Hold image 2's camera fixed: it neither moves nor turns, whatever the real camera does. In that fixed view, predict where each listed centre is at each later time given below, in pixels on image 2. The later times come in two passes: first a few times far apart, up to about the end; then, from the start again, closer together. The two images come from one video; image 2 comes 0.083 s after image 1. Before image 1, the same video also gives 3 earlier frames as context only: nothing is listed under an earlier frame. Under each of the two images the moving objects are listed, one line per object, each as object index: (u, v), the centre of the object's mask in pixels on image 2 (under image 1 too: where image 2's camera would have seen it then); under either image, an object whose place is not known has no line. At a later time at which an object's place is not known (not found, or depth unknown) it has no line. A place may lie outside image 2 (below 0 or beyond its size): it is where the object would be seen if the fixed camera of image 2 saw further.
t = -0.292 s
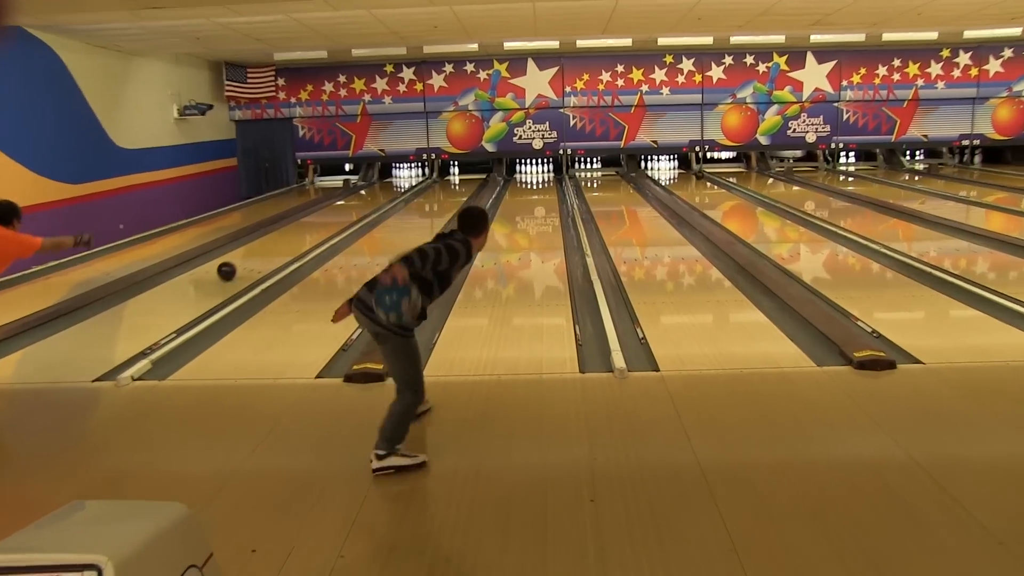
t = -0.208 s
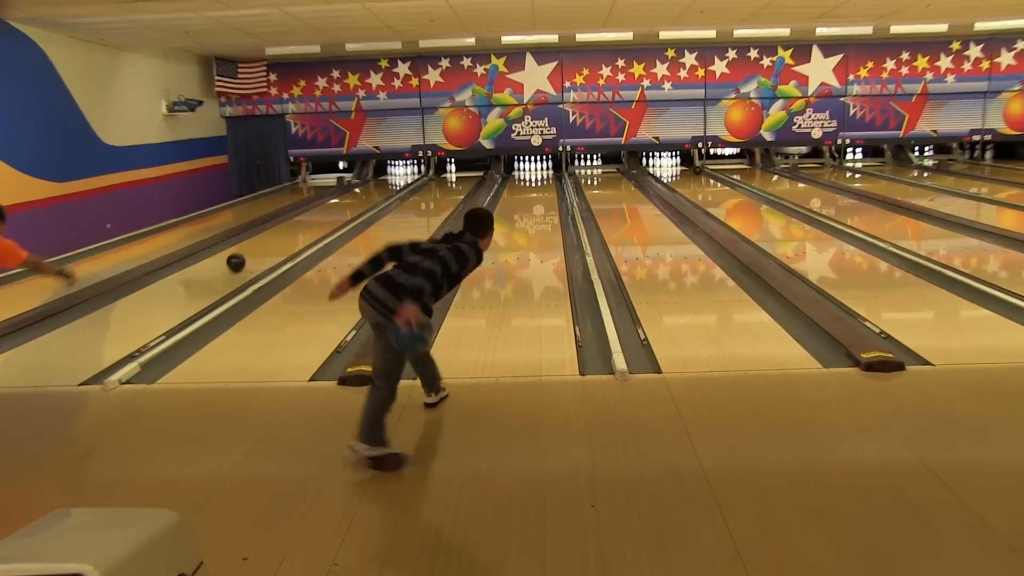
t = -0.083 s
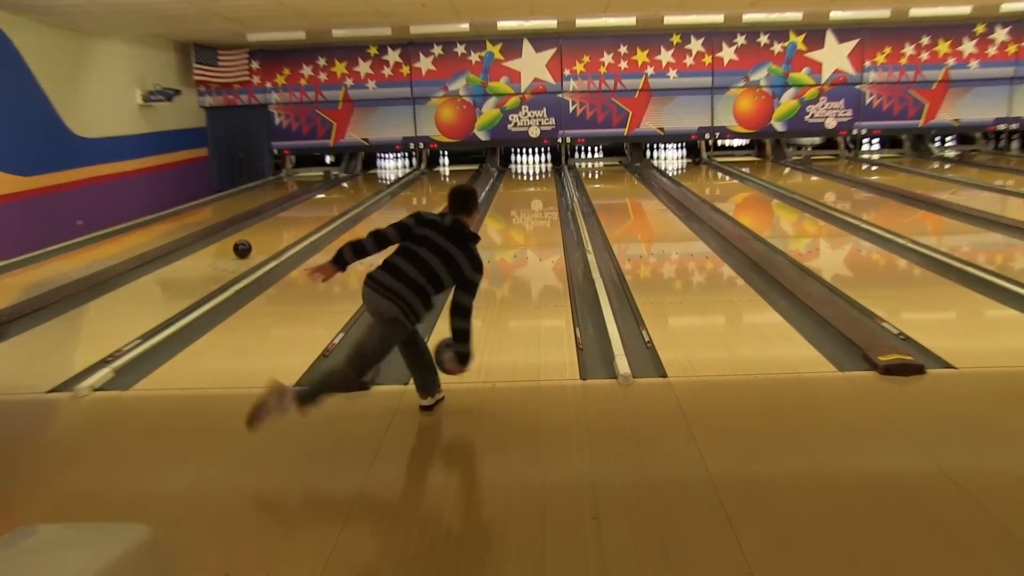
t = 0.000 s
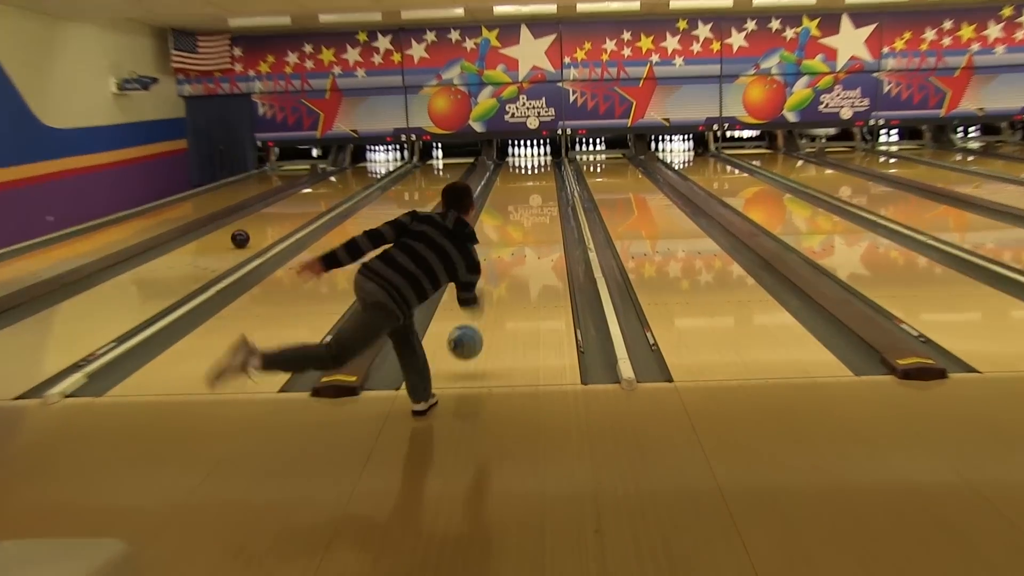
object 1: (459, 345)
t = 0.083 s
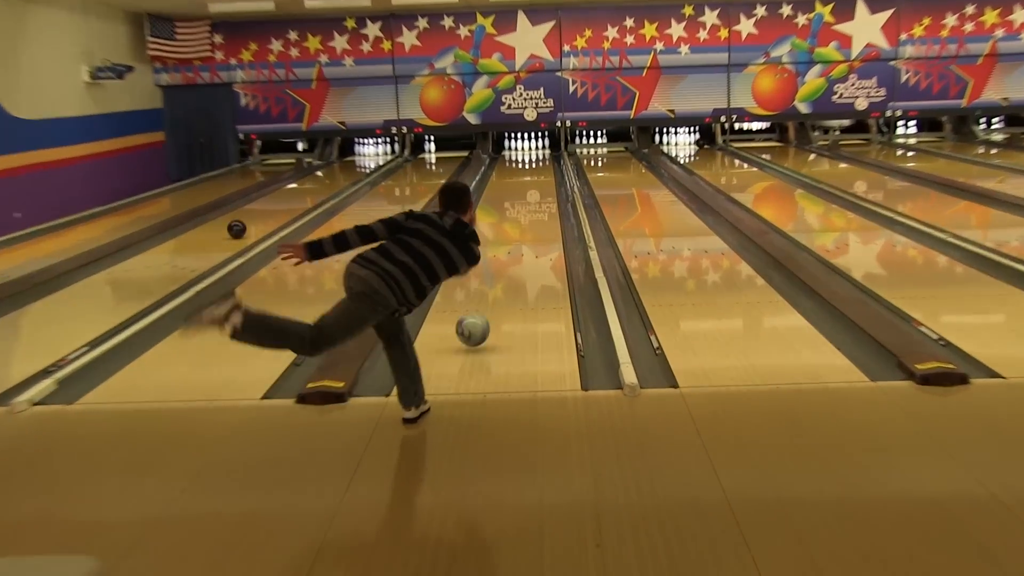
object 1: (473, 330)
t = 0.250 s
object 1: (491, 291)
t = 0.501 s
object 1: (509, 247)
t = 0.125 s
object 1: (478, 322)
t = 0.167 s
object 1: (483, 311)
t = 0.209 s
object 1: (487, 301)
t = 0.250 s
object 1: (491, 291)
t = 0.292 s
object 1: (495, 282)
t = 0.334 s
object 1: (498, 275)
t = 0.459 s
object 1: (507, 253)
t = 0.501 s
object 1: (509, 247)
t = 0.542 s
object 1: (512, 241)
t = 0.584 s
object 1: (514, 235)
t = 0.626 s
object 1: (517, 230)
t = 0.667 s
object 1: (518, 225)
